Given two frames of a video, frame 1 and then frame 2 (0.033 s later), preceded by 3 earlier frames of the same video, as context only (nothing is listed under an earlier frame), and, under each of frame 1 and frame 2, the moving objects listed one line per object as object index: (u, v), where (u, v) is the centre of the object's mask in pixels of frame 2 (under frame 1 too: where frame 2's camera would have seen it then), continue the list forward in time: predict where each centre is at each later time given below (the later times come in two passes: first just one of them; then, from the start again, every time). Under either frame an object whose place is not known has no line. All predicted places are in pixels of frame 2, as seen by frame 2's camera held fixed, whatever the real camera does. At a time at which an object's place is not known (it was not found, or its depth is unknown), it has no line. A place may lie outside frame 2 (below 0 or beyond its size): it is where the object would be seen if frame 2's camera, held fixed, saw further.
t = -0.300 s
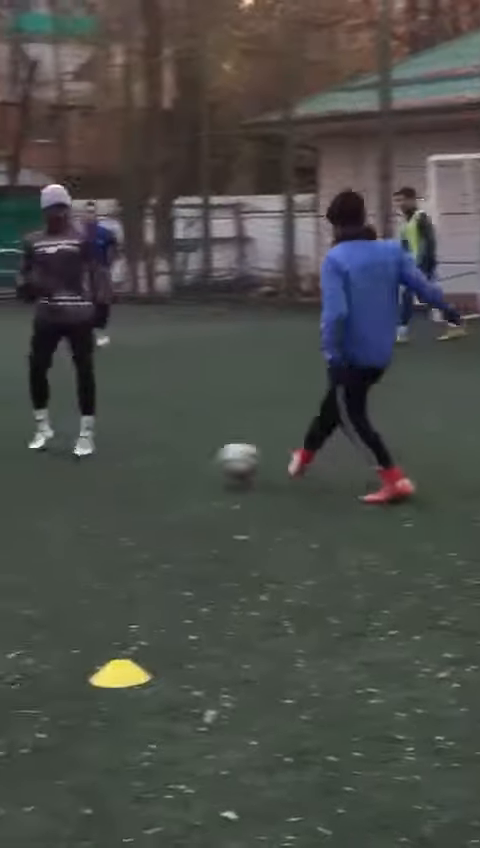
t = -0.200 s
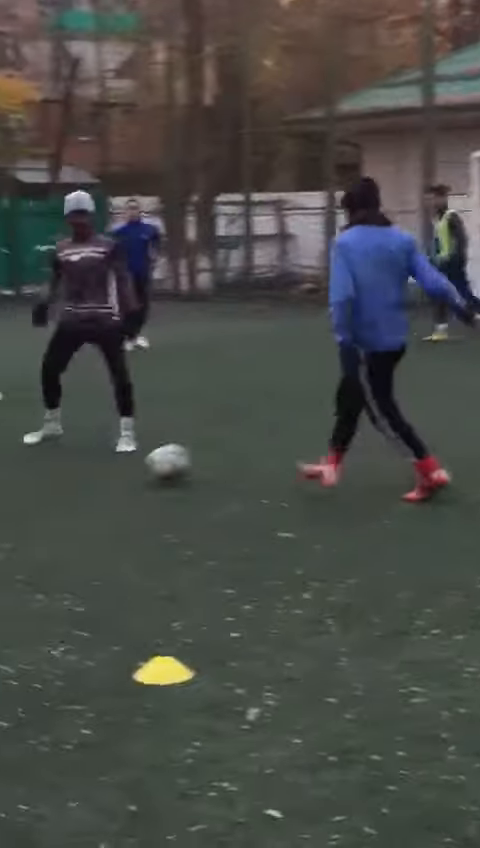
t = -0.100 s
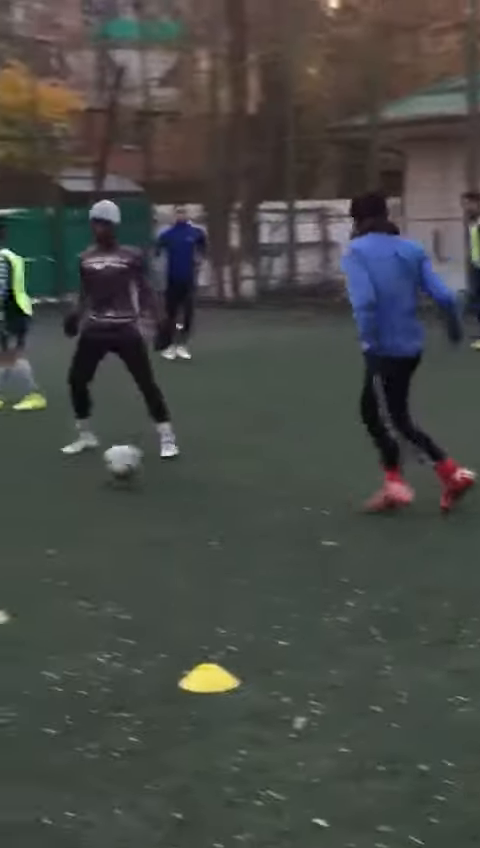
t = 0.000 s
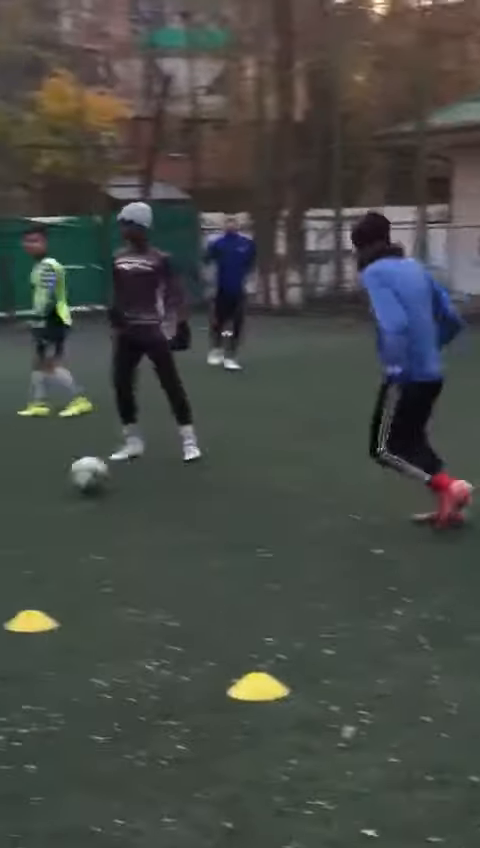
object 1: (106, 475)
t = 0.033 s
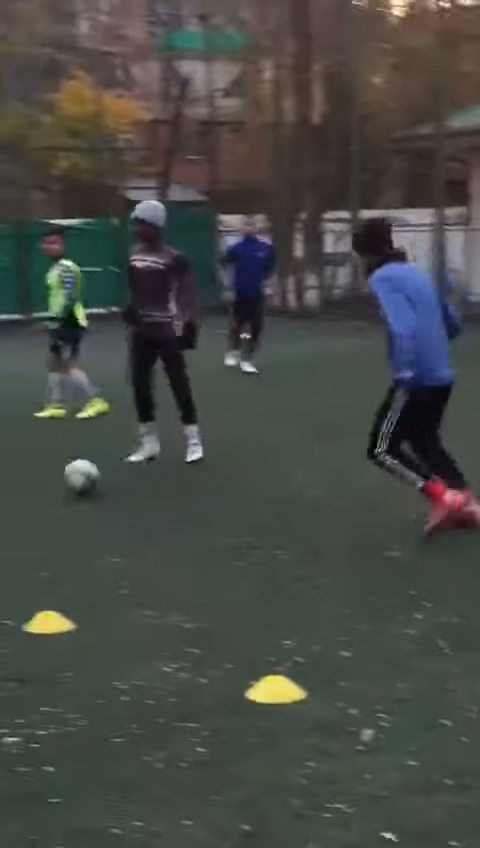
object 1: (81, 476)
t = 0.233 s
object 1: (-57, 476)
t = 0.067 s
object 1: (57, 473)
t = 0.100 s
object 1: (32, 473)
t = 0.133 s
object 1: (11, 475)
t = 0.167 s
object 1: (-12, 475)
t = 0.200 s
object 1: (-34, 476)
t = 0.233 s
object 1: (-57, 476)
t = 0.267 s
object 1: (-78, 476)
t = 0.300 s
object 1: (-100, 475)
